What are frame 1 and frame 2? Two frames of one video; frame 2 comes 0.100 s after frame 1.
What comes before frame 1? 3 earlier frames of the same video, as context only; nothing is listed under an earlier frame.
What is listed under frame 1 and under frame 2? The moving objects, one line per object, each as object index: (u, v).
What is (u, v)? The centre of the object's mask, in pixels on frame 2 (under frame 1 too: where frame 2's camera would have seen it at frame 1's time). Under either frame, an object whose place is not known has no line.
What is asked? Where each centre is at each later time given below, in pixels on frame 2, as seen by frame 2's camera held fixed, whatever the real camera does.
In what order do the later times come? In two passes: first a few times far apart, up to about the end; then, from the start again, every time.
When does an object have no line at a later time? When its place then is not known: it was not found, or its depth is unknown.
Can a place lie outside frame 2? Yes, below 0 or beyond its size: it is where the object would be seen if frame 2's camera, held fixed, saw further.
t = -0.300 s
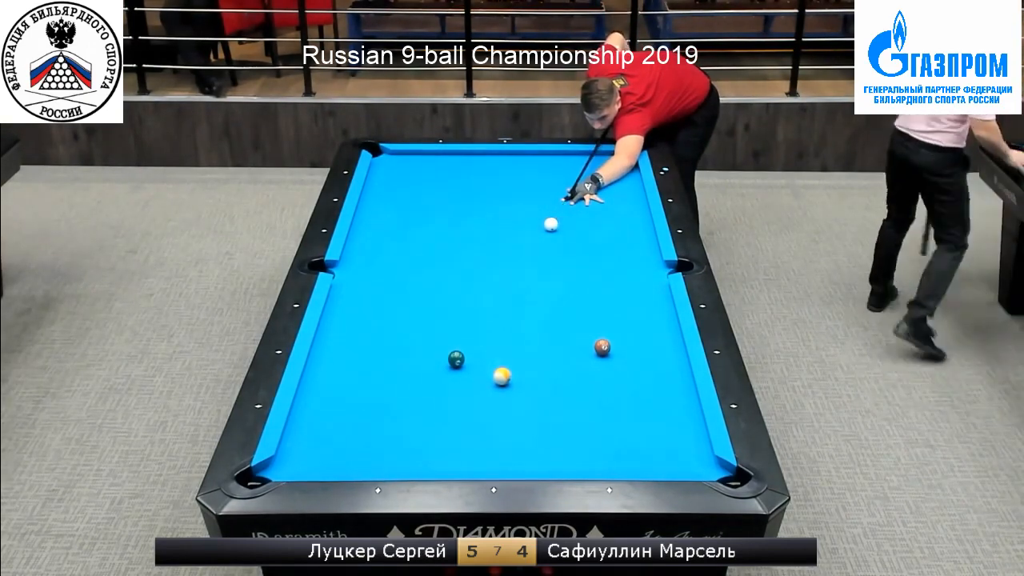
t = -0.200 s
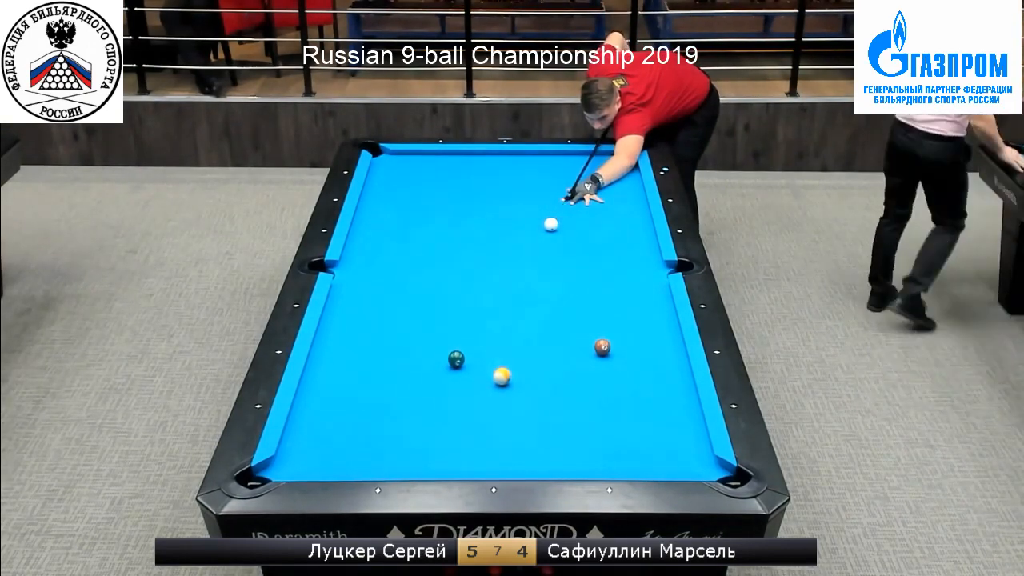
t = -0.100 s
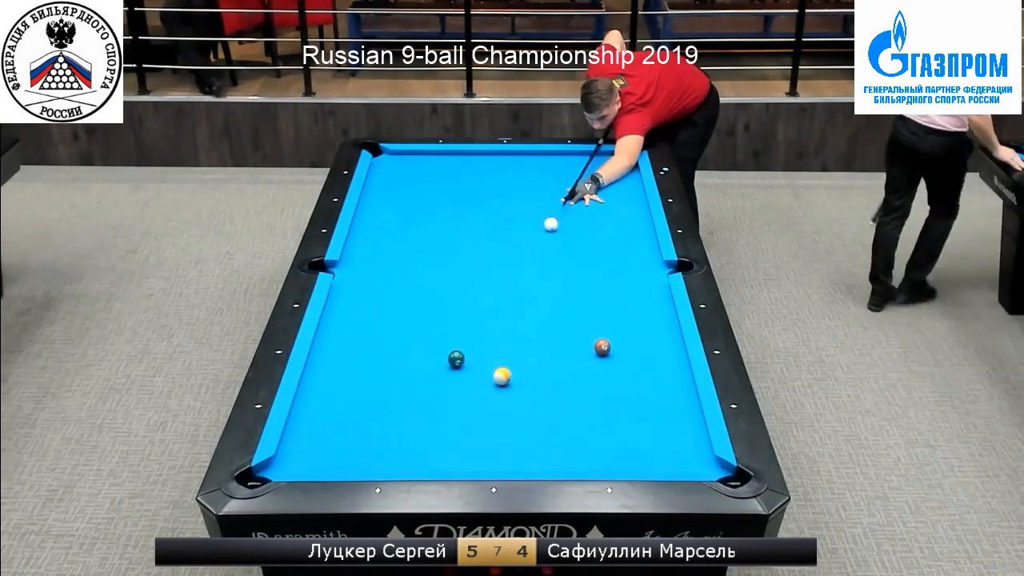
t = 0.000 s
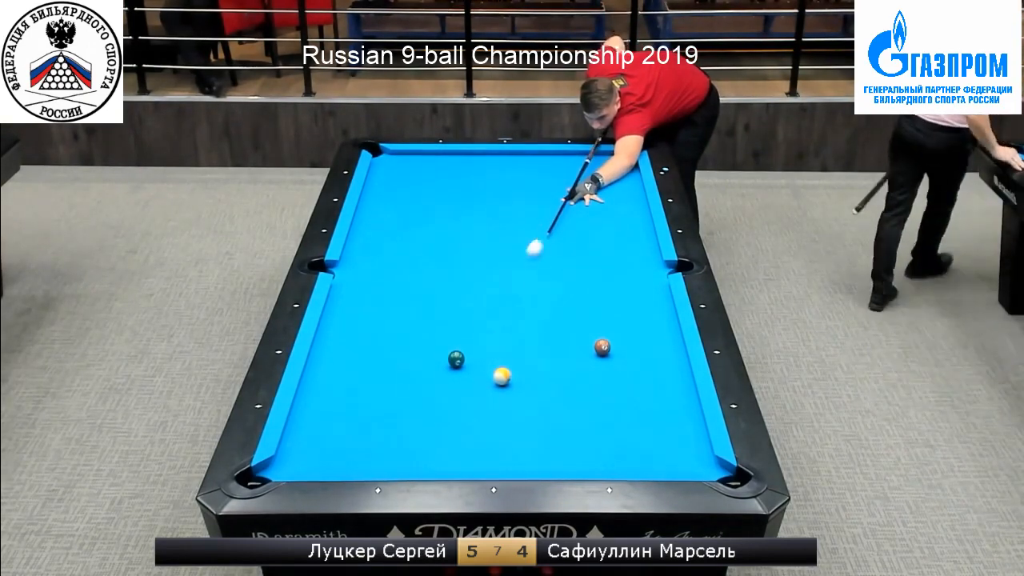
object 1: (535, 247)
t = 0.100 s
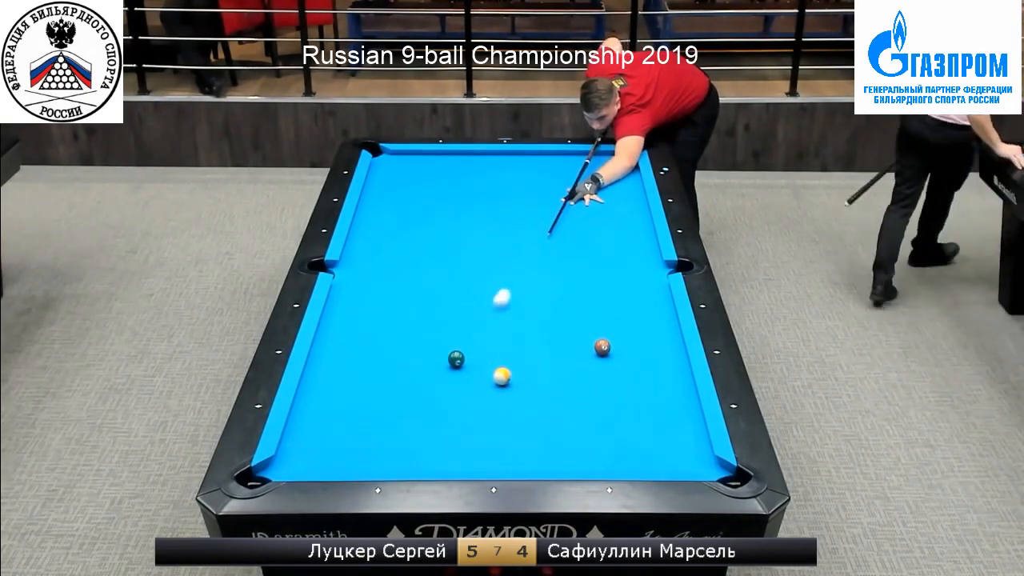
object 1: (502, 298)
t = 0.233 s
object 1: (479, 357)
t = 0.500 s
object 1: (533, 366)
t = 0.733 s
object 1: (570, 368)
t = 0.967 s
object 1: (607, 368)
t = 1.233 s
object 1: (647, 369)
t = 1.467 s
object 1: (681, 370)
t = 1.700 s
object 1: (666, 365)
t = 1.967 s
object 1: (648, 359)
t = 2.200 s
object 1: (634, 354)
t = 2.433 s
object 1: (621, 350)
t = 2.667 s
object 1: (617, 348)
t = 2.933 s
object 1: (616, 347)
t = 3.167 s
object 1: (615, 347)
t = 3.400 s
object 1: (615, 347)
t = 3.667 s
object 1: (615, 347)
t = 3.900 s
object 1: (615, 347)
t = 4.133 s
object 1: (615, 347)
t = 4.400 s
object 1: (615, 347)
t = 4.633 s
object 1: (615, 347)
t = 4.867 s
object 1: (615, 347)
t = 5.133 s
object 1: (615, 347)
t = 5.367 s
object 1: (615, 347)
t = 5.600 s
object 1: (615, 347)
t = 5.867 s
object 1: (615, 347)
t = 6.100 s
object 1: (615, 347)
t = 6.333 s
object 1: (615, 347)
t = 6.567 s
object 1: (615, 347)
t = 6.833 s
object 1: (615, 347)
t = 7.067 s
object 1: (615, 347)
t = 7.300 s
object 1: (615, 347)
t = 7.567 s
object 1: (615, 347)
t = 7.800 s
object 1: (615, 347)
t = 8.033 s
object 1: (615, 347)
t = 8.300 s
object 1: (615, 347)
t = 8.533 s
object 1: (615, 347)
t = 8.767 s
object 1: (615, 347)
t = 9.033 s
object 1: (615, 347)
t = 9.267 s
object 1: (615, 347)
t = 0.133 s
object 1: (490, 315)
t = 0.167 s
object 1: (478, 334)
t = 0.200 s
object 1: (469, 352)
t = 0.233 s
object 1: (479, 357)
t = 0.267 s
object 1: (489, 362)
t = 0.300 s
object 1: (498, 365)
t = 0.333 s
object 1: (505, 365)
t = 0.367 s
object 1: (511, 366)
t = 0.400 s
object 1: (516, 366)
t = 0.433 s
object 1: (522, 366)
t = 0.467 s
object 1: (527, 366)
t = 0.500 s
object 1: (533, 366)
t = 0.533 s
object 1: (538, 366)
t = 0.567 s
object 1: (544, 367)
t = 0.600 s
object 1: (549, 367)
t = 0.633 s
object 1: (554, 367)
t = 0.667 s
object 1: (560, 367)
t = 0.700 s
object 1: (565, 367)
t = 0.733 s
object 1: (570, 368)
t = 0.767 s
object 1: (576, 367)
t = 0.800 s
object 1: (581, 368)
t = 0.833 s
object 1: (586, 368)
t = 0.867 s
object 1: (591, 368)
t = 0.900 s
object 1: (596, 368)
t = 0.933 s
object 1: (602, 368)
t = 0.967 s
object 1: (607, 368)
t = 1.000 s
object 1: (612, 368)
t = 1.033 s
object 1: (617, 369)
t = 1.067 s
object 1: (622, 369)
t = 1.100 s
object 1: (627, 369)
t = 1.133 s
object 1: (632, 369)
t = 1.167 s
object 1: (637, 369)
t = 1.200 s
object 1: (642, 369)
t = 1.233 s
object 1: (647, 369)
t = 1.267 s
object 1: (652, 370)
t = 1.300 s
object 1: (656, 370)
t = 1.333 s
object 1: (661, 370)
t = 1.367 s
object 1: (666, 370)
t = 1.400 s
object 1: (671, 370)
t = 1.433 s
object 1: (676, 370)
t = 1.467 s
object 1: (681, 370)
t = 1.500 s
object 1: (682, 370)
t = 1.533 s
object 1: (679, 369)
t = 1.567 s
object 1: (676, 368)
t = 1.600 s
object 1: (674, 367)
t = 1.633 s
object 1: (671, 367)
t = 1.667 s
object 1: (669, 366)
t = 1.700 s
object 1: (666, 365)
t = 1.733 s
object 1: (664, 364)
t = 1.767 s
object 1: (662, 363)
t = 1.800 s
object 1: (659, 362)
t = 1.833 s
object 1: (657, 362)
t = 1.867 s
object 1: (654, 361)
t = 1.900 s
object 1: (652, 360)
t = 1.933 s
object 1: (650, 360)
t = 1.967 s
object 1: (648, 359)
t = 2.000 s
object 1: (646, 358)
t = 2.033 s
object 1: (644, 357)
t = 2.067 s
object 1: (642, 357)
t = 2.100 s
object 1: (640, 356)
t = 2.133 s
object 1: (638, 355)
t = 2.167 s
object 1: (635, 355)
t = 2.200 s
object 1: (634, 354)
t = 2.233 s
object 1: (632, 353)
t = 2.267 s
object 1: (630, 353)
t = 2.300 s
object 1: (628, 352)
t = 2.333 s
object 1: (626, 352)
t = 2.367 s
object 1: (624, 351)
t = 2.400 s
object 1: (622, 350)
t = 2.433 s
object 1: (621, 350)
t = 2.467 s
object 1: (619, 349)
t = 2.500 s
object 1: (619, 349)
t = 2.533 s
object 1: (618, 349)
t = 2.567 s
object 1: (618, 349)
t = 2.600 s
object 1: (618, 348)
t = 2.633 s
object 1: (618, 348)
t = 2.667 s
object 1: (617, 348)
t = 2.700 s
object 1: (617, 348)
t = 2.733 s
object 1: (617, 348)
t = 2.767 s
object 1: (617, 348)
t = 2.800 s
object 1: (616, 348)
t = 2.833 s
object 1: (616, 347)
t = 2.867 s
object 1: (616, 347)
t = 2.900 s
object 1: (616, 347)
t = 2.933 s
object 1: (616, 347)
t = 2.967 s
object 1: (615, 347)
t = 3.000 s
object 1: (615, 347)
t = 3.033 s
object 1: (615, 347)
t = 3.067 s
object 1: (615, 347)
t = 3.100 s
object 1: (615, 347)
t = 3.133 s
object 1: (615, 347)
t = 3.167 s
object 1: (615, 347)
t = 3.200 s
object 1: (615, 347)
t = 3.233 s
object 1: (615, 347)
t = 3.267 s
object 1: (615, 347)
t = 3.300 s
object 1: (615, 347)
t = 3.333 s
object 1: (615, 347)
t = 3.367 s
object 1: (615, 347)
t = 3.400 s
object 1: (615, 347)
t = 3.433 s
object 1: (615, 347)
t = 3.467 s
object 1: (615, 347)
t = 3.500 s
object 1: (615, 347)
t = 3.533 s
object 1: (615, 347)
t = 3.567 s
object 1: (615, 347)
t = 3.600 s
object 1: (615, 347)
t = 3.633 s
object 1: (615, 347)
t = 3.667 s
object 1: (615, 347)
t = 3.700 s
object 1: (615, 347)
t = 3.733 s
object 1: (615, 347)
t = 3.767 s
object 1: (615, 347)
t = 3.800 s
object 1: (615, 347)
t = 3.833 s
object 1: (615, 347)
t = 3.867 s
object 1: (615, 347)
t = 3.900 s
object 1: (615, 347)
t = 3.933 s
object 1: (615, 347)
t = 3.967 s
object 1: (615, 347)
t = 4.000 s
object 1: (615, 347)
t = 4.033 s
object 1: (615, 347)
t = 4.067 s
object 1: (615, 347)
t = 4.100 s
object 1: (615, 347)
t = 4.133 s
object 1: (615, 347)
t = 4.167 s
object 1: (615, 347)
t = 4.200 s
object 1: (615, 347)
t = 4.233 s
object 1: (615, 347)
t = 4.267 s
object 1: (615, 347)
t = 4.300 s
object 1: (615, 347)
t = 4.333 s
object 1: (615, 347)
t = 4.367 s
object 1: (615, 347)
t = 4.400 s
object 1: (615, 347)
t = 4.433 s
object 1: (615, 347)
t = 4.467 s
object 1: (615, 347)
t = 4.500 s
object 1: (615, 347)
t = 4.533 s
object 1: (615, 347)
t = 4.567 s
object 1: (615, 347)
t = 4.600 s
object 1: (615, 347)
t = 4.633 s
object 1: (615, 347)
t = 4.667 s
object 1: (615, 347)
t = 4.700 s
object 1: (615, 347)
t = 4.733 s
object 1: (615, 347)
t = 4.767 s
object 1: (615, 347)
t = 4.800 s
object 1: (615, 347)
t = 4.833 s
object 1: (615, 347)
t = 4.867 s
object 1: (615, 347)
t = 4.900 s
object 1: (615, 347)
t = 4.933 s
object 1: (615, 347)
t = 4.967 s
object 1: (615, 347)
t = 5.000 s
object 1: (615, 347)
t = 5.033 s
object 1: (615, 347)
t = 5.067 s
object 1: (615, 347)
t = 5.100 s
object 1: (615, 347)
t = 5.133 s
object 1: (615, 347)
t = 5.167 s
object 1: (615, 347)
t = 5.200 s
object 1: (615, 347)
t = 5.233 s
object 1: (615, 347)
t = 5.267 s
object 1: (615, 347)
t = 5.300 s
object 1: (615, 347)
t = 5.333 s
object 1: (615, 347)
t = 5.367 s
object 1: (615, 347)
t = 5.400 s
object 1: (615, 347)
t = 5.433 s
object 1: (615, 347)
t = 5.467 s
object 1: (615, 347)
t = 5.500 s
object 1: (615, 347)
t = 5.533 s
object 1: (615, 347)
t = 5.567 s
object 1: (615, 347)
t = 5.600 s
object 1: (615, 347)
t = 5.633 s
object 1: (615, 347)
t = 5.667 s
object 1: (615, 347)
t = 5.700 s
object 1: (615, 347)
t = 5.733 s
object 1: (615, 347)
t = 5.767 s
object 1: (615, 347)
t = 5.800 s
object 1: (615, 347)
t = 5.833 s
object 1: (615, 347)
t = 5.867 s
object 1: (615, 347)
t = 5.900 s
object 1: (615, 347)
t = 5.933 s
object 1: (615, 347)
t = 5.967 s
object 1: (615, 347)
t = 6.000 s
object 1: (615, 347)
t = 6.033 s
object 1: (615, 347)
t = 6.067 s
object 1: (615, 347)
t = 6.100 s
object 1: (615, 347)
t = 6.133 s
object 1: (615, 347)
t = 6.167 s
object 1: (615, 347)
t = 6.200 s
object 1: (615, 347)
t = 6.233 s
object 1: (615, 347)
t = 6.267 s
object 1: (615, 347)
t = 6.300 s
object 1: (615, 347)
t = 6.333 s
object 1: (615, 347)
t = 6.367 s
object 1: (615, 347)
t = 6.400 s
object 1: (615, 347)
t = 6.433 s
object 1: (615, 347)
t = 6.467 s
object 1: (615, 347)
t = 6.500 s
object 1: (615, 347)
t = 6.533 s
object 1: (615, 347)
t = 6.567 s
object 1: (615, 347)
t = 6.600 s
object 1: (615, 347)
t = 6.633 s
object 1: (615, 347)
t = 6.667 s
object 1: (615, 347)
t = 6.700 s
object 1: (615, 347)
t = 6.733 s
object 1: (615, 347)
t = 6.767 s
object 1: (615, 347)
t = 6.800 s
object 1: (615, 347)
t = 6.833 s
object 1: (615, 347)
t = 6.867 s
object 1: (615, 347)
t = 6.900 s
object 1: (615, 347)
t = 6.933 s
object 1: (615, 347)
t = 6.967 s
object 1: (615, 347)
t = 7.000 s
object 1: (615, 347)
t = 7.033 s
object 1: (615, 347)
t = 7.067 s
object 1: (615, 347)
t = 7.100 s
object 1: (615, 347)
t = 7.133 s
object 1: (615, 347)
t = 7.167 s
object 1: (615, 347)
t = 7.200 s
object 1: (615, 347)
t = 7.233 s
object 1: (615, 347)
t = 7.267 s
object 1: (615, 347)
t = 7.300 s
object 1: (615, 347)
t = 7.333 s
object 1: (615, 347)
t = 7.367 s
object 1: (615, 347)
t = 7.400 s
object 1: (615, 347)
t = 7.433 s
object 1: (615, 347)
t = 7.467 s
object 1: (615, 347)
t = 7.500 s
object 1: (615, 347)
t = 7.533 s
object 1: (615, 347)
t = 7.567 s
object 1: (615, 347)
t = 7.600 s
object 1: (615, 347)
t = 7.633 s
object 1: (615, 347)
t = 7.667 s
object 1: (615, 347)
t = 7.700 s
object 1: (615, 347)
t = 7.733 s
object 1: (615, 347)
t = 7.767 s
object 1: (615, 347)
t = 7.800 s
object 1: (615, 347)
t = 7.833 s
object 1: (615, 347)
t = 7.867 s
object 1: (615, 347)
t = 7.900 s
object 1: (615, 347)
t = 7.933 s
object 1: (615, 347)
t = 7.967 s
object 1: (615, 347)
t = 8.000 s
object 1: (615, 347)
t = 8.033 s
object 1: (615, 347)
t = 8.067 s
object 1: (615, 347)
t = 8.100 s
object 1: (615, 347)
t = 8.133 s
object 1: (615, 347)
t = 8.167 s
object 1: (615, 347)
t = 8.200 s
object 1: (615, 347)
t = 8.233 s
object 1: (615, 347)
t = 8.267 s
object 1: (615, 347)
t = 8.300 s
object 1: (615, 347)
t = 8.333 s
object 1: (615, 347)
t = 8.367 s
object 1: (615, 347)
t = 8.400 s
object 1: (615, 347)
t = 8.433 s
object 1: (615, 347)
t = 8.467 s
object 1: (615, 347)
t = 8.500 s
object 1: (615, 347)
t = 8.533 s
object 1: (615, 347)
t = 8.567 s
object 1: (615, 347)
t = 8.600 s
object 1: (615, 347)
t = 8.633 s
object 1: (615, 347)
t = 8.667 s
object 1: (615, 347)
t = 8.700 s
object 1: (615, 347)
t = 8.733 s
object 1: (615, 347)
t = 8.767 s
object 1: (615, 347)
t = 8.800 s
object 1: (615, 347)
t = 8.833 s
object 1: (615, 347)
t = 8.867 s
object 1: (615, 347)
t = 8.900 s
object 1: (615, 347)
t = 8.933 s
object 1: (615, 347)
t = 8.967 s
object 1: (615, 347)
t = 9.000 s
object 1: (615, 347)
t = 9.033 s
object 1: (615, 347)
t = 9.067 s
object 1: (615, 347)
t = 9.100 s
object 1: (615, 347)
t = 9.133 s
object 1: (615, 347)
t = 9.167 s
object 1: (615, 347)
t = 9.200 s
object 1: (615, 347)
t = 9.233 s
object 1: (615, 347)
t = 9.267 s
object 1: (615, 347)
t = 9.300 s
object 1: (615, 347)
